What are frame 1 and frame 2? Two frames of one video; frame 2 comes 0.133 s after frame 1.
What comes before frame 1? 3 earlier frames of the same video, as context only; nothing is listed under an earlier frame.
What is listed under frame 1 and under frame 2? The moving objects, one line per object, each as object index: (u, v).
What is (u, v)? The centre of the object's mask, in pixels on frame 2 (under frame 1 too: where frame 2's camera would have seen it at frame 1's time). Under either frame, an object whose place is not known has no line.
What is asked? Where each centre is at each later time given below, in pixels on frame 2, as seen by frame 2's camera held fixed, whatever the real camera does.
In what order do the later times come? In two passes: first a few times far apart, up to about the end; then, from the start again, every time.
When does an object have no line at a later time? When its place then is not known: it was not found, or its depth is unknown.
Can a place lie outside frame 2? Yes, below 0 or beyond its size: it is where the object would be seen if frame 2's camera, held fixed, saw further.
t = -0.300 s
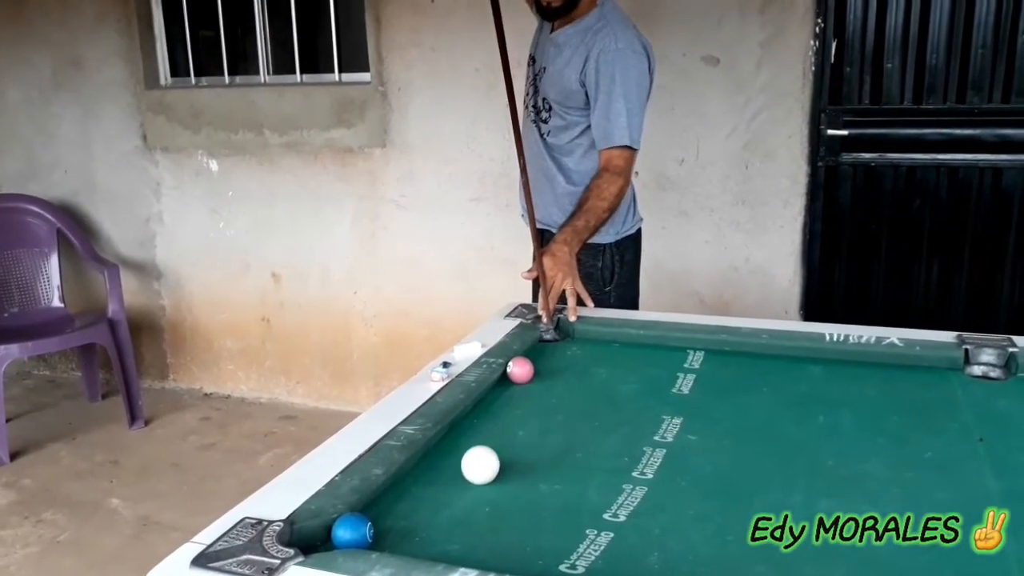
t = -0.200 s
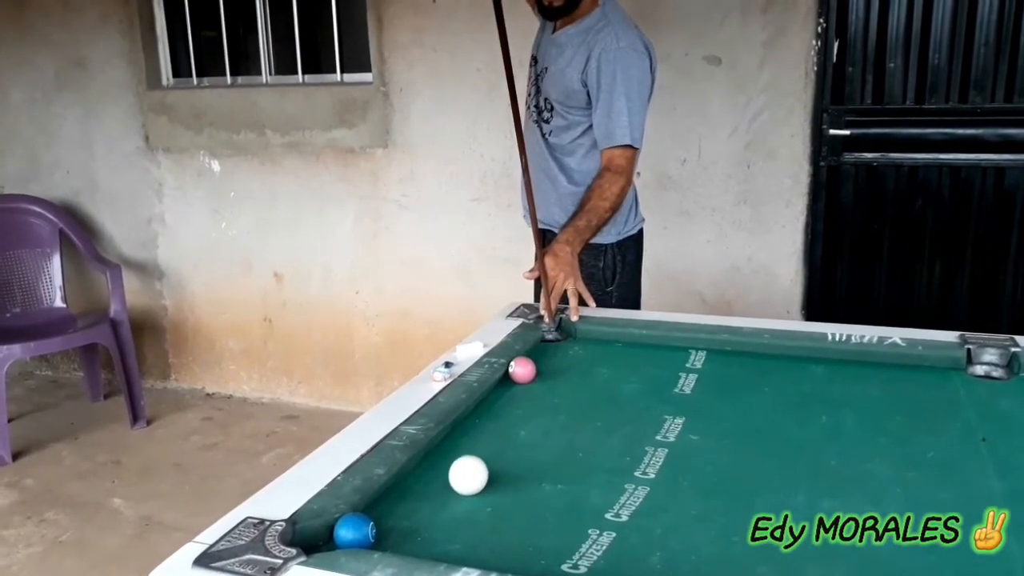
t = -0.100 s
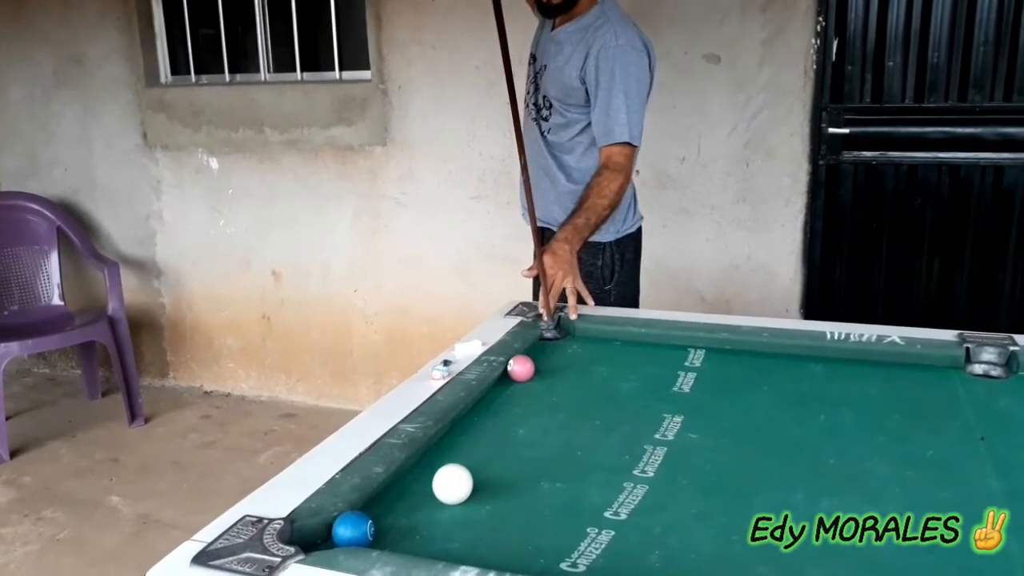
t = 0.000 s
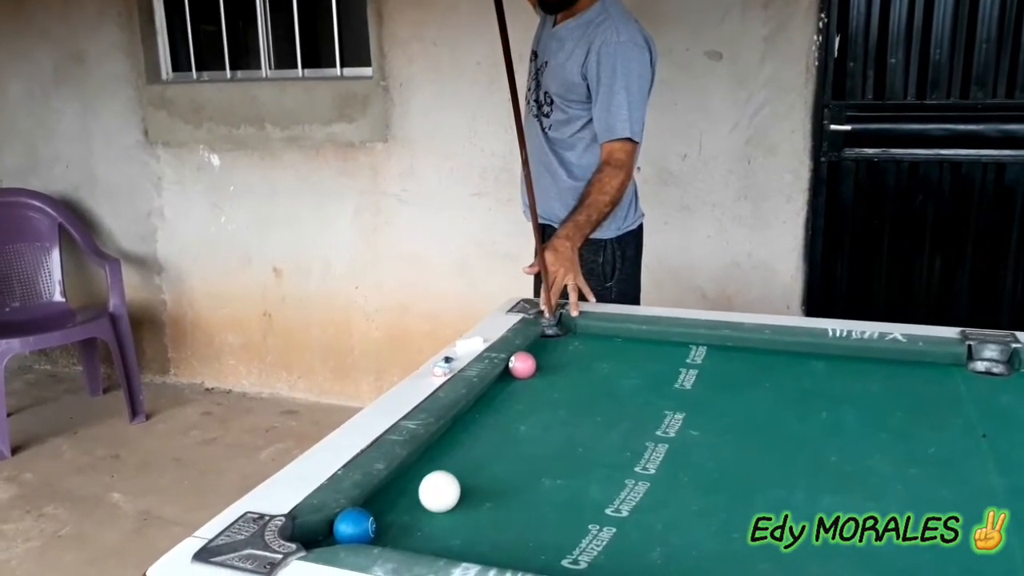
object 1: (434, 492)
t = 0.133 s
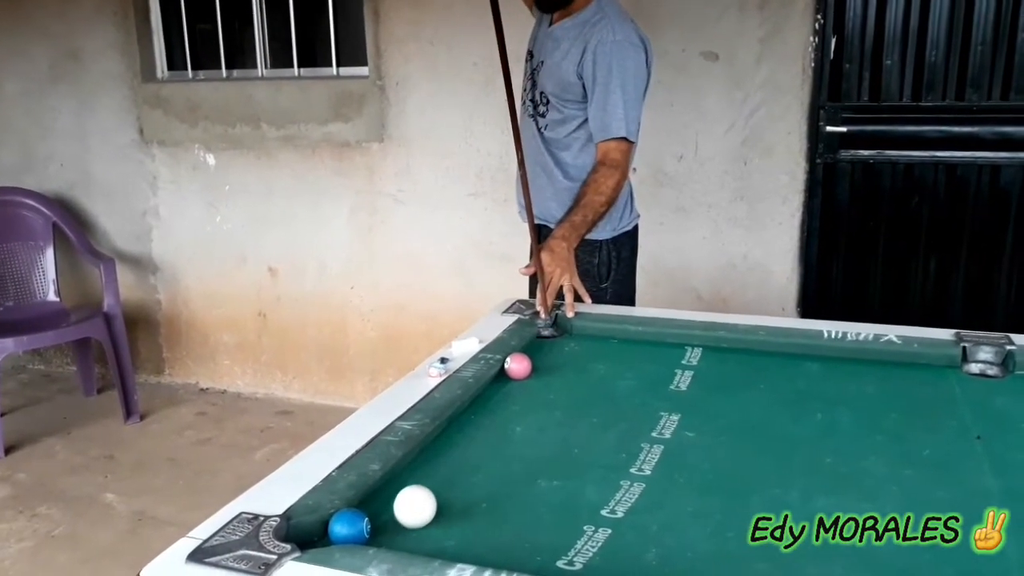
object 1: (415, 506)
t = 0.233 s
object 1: (400, 517)
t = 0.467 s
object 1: (385, 534)
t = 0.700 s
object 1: (399, 531)
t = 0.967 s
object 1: (415, 523)
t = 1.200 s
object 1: (425, 518)
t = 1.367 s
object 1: (428, 516)
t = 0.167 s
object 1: (410, 510)
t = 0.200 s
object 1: (405, 514)
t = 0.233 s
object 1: (400, 517)
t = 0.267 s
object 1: (395, 521)
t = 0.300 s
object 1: (392, 524)
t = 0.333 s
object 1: (390, 527)
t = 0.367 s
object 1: (389, 529)
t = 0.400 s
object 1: (388, 531)
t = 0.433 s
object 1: (387, 532)
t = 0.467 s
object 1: (385, 534)
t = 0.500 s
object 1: (385, 535)
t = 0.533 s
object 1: (388, 534)
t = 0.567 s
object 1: (390, 533)
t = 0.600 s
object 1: (392, 533)
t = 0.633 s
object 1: (394, 532)
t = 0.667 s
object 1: (397, 532)
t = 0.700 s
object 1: (399, 531)
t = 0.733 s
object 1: (401, 530)
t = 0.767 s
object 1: (403, 529)
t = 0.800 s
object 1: (405, 528)
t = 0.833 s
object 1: (407, 527)
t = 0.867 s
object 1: (409, 526)
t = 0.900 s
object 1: (411, 525)
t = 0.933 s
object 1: (413, 524)
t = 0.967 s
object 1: (415, 523)
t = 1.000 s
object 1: (416, 522)
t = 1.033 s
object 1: (418, 521)
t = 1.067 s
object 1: (419, 521)
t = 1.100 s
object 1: (421, 520)
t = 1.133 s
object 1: (423, 519)
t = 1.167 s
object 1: (424, 518)
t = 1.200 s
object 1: (425, 518)
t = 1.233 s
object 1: (426, 517)
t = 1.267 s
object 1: (427, 517)
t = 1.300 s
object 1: (427, 517)
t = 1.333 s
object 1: (428, 516)
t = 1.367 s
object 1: (428, 516)
